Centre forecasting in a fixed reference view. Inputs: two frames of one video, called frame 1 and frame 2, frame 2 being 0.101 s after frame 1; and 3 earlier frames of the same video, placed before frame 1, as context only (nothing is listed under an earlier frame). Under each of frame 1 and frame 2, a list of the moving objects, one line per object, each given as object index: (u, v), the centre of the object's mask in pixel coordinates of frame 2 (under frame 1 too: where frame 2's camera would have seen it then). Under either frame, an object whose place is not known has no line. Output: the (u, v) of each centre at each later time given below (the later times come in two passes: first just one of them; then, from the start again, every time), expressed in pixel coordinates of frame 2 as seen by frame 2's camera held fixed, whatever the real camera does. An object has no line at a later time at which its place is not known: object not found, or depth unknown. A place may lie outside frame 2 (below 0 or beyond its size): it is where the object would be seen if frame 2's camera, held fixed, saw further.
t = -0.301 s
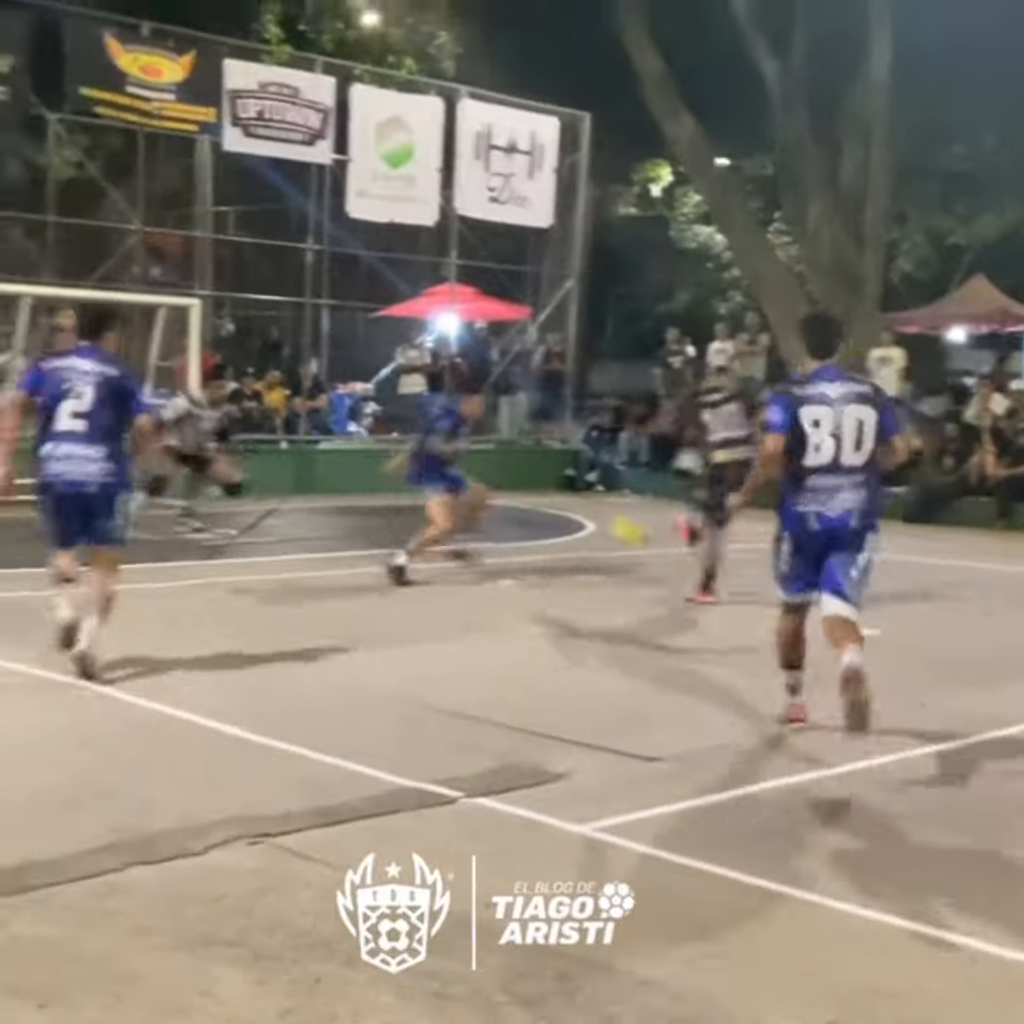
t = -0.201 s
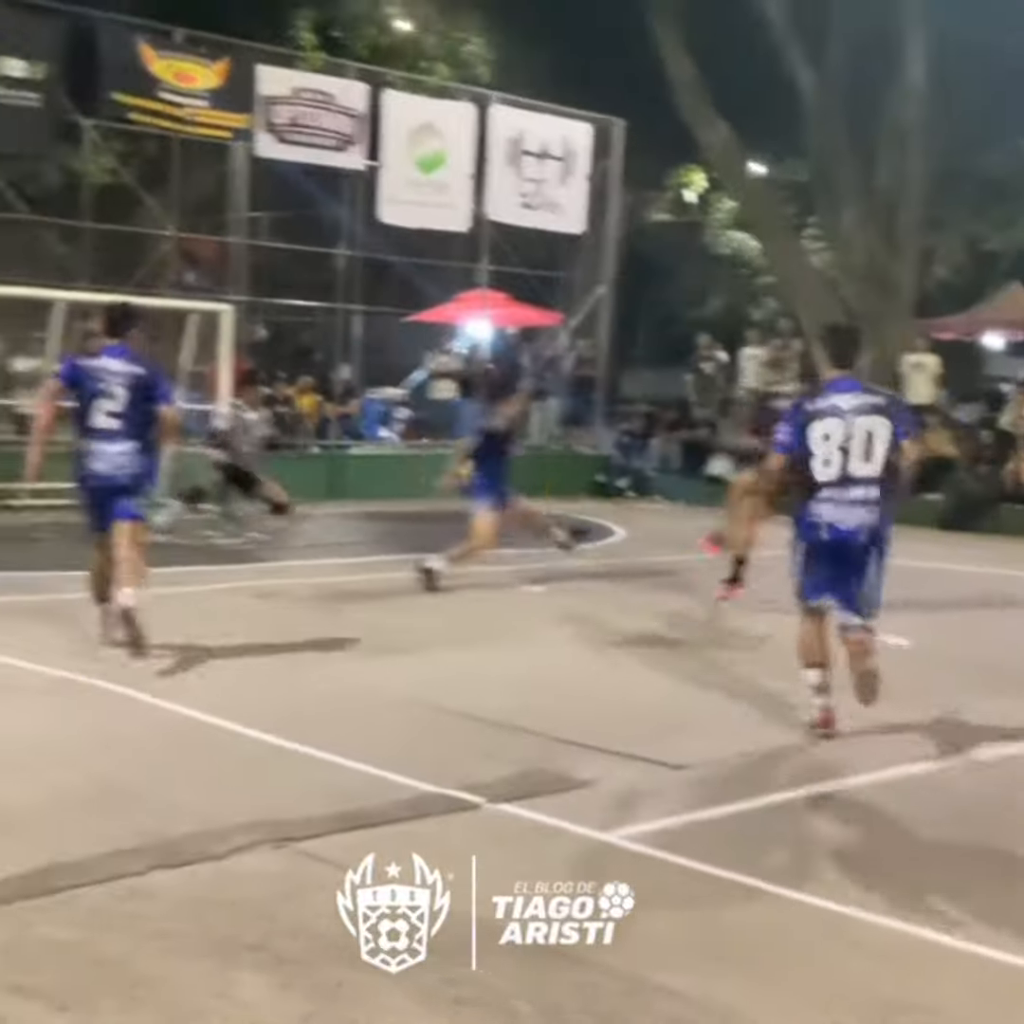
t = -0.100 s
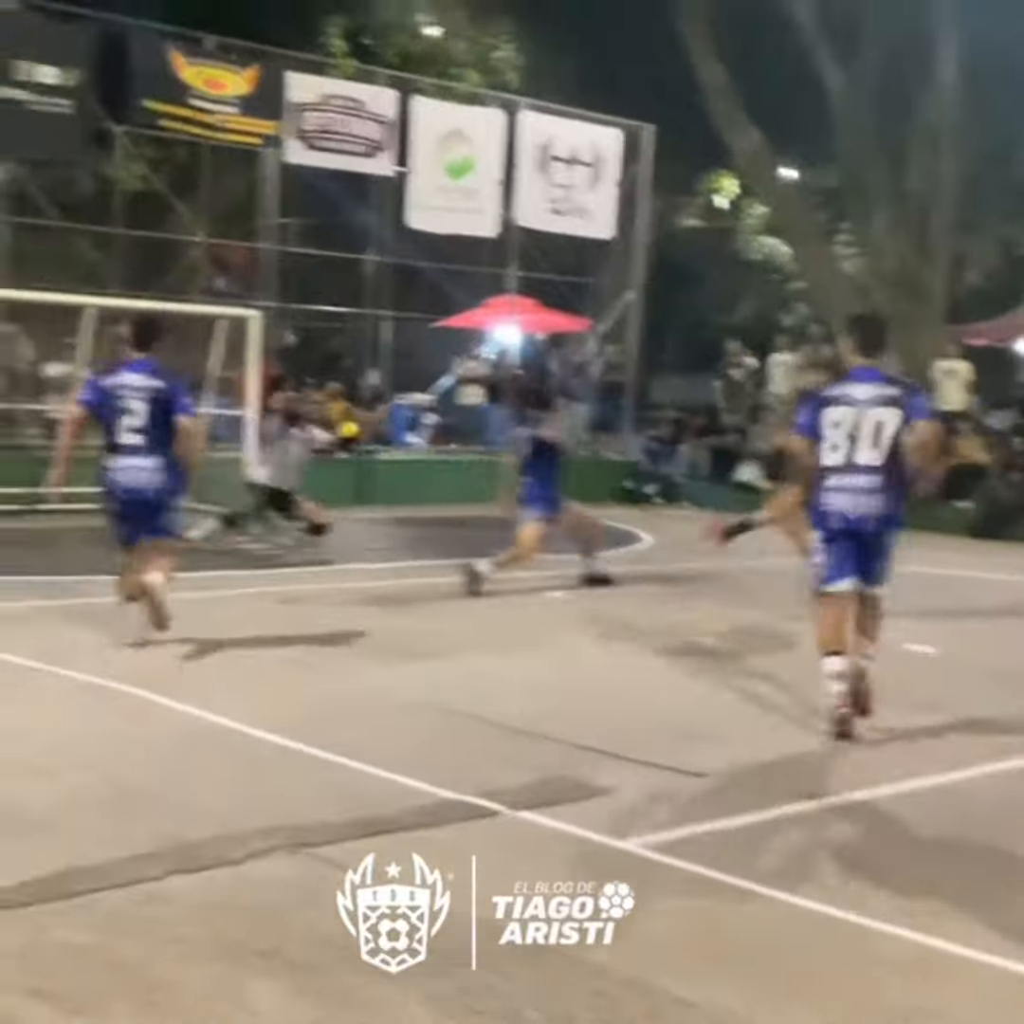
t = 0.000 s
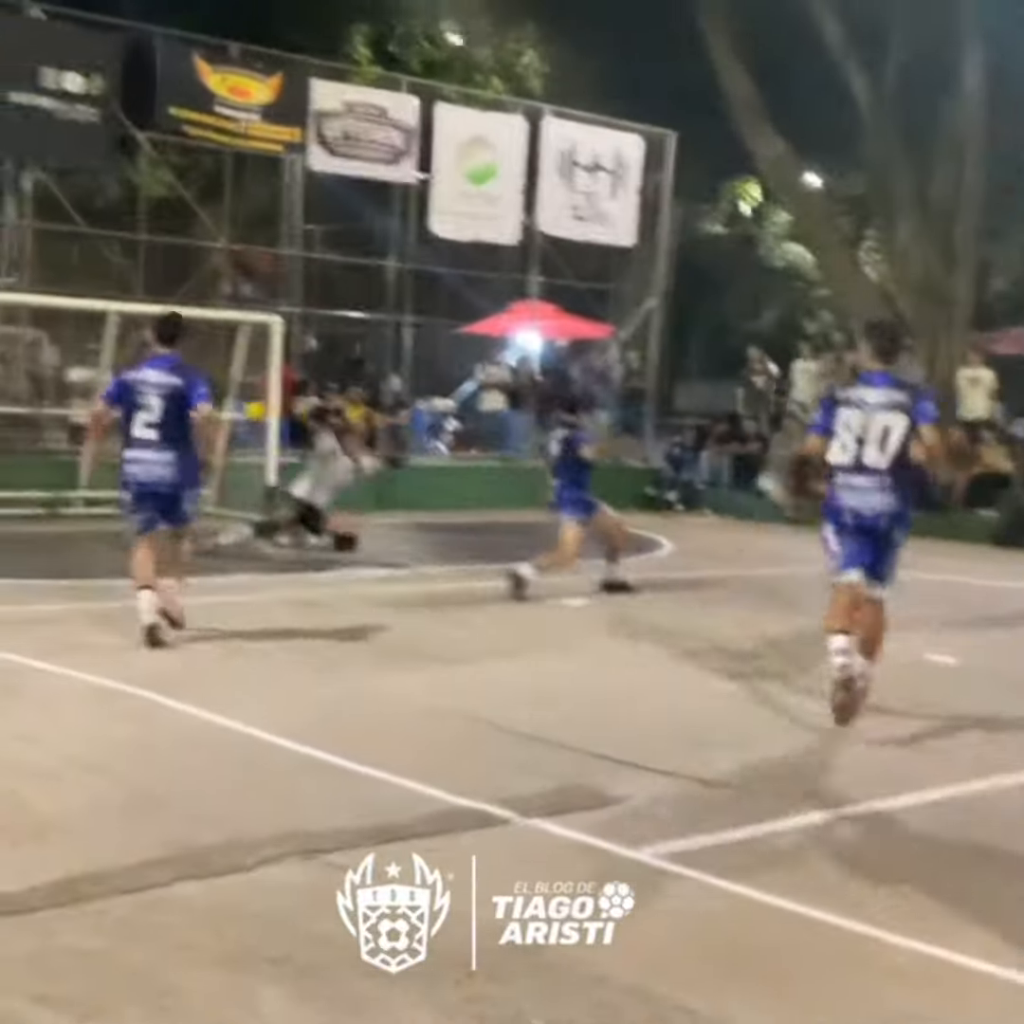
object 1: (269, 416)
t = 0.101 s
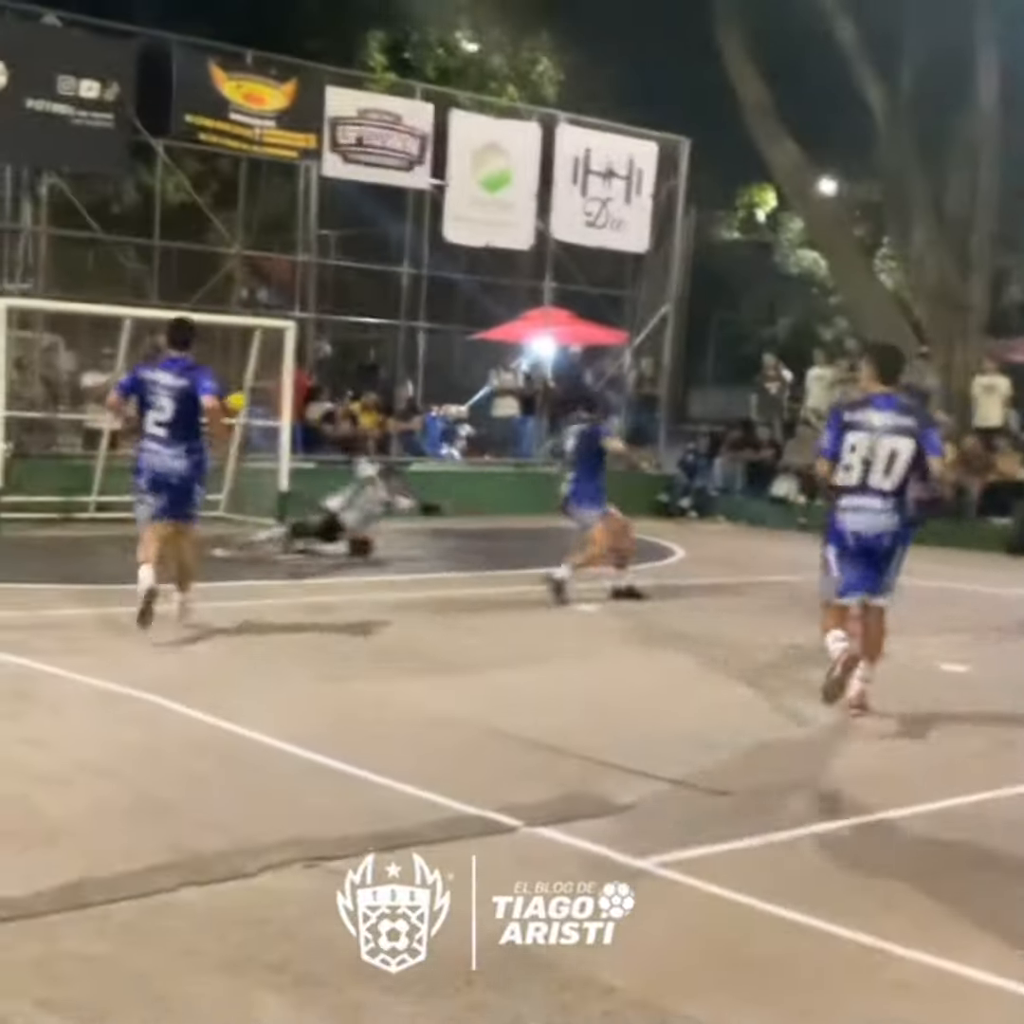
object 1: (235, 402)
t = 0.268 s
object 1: (255, 395)
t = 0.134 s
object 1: (240, 399)
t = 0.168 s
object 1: (244, 397)
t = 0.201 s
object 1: (248, 396)
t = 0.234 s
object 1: (252, 396)
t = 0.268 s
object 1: (255, 395)
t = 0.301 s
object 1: (258, 397)
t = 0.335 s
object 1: (262, 400)
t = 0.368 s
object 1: (266, 405)
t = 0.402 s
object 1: (271, 411)
